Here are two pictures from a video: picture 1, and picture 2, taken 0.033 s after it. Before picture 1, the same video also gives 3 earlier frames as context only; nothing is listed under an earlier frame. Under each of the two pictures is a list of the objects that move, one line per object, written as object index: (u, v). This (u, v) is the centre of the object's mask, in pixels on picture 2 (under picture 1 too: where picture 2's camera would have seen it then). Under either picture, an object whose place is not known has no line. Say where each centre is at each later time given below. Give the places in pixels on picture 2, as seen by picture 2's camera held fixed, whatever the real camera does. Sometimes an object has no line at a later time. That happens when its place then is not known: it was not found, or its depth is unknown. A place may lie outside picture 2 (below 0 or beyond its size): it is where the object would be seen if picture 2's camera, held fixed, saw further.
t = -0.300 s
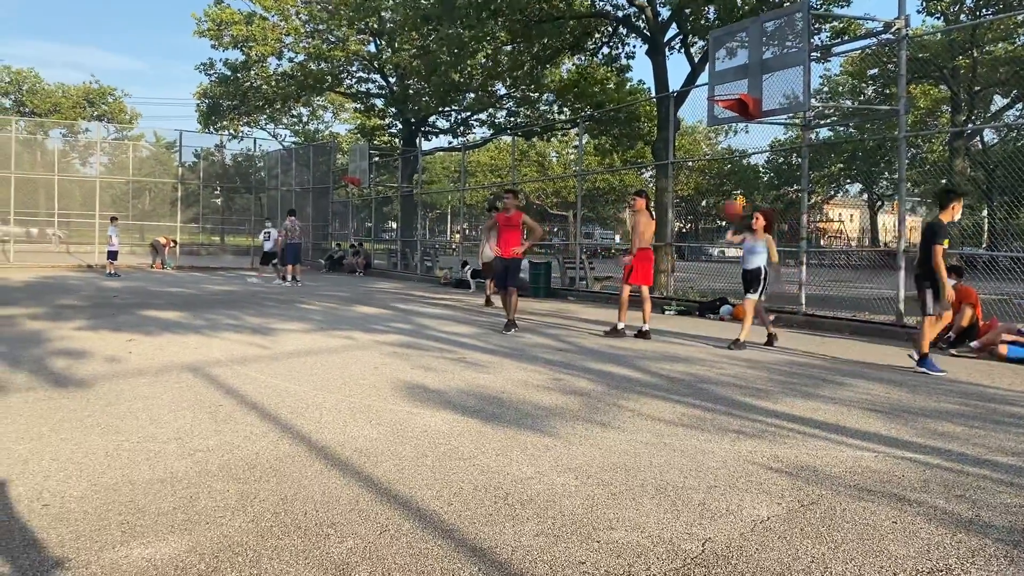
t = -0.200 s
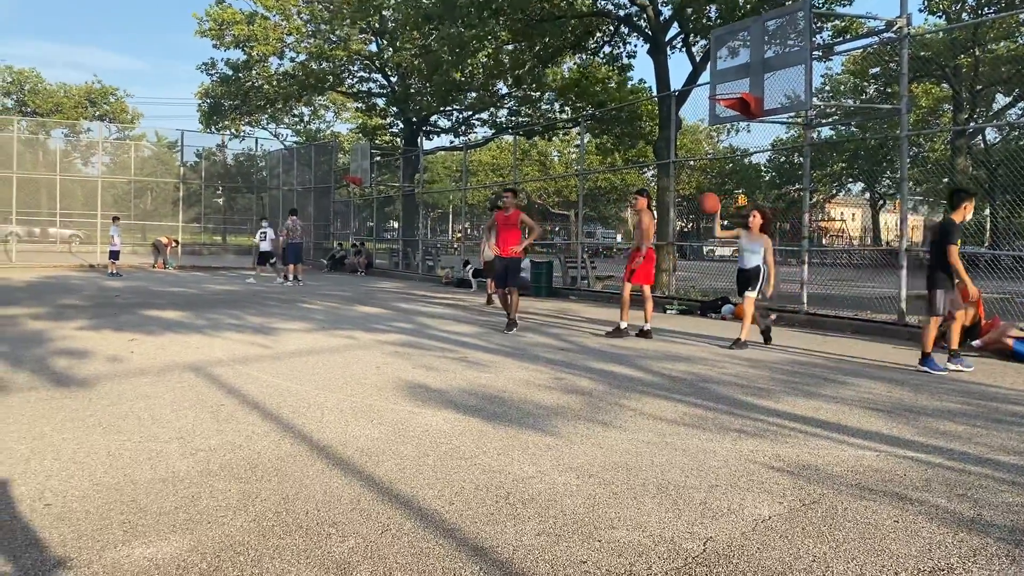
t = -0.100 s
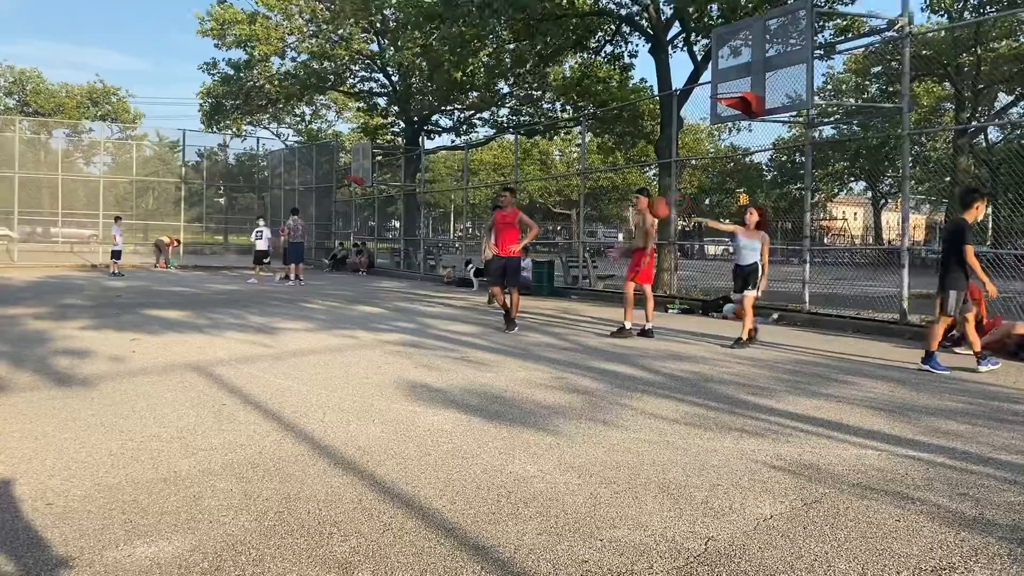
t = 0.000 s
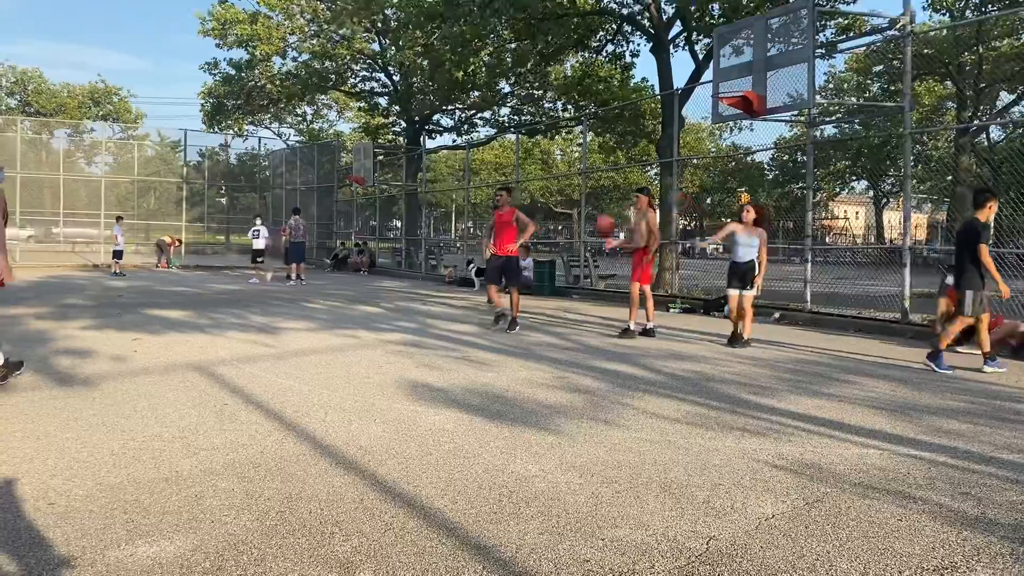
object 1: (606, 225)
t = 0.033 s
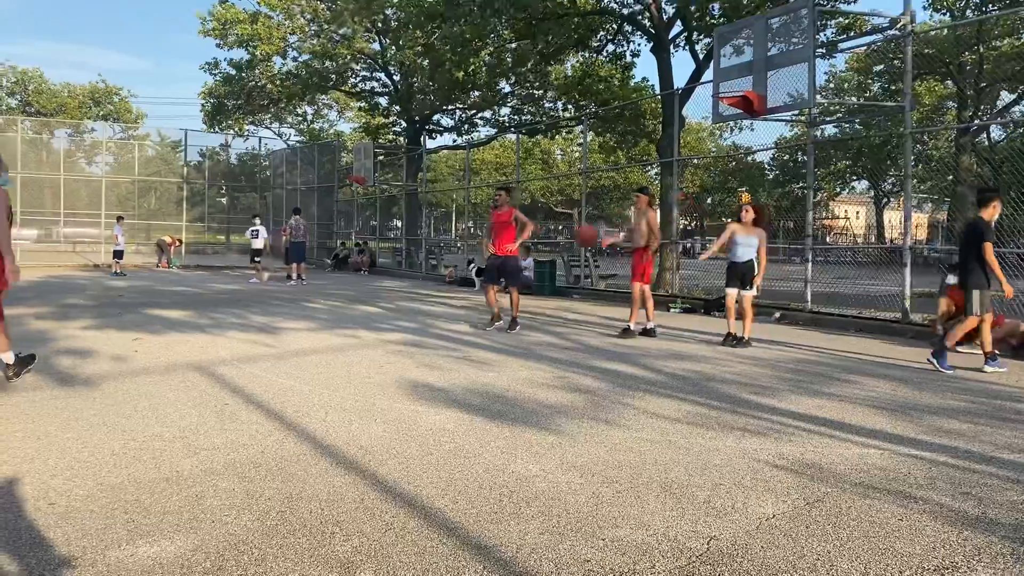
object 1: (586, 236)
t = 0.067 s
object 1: (564, 244)
